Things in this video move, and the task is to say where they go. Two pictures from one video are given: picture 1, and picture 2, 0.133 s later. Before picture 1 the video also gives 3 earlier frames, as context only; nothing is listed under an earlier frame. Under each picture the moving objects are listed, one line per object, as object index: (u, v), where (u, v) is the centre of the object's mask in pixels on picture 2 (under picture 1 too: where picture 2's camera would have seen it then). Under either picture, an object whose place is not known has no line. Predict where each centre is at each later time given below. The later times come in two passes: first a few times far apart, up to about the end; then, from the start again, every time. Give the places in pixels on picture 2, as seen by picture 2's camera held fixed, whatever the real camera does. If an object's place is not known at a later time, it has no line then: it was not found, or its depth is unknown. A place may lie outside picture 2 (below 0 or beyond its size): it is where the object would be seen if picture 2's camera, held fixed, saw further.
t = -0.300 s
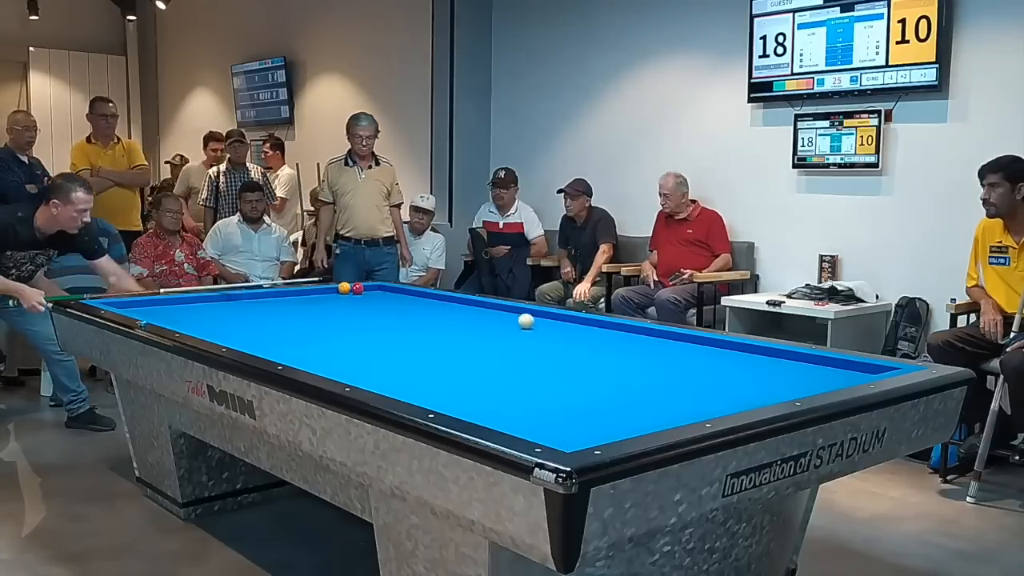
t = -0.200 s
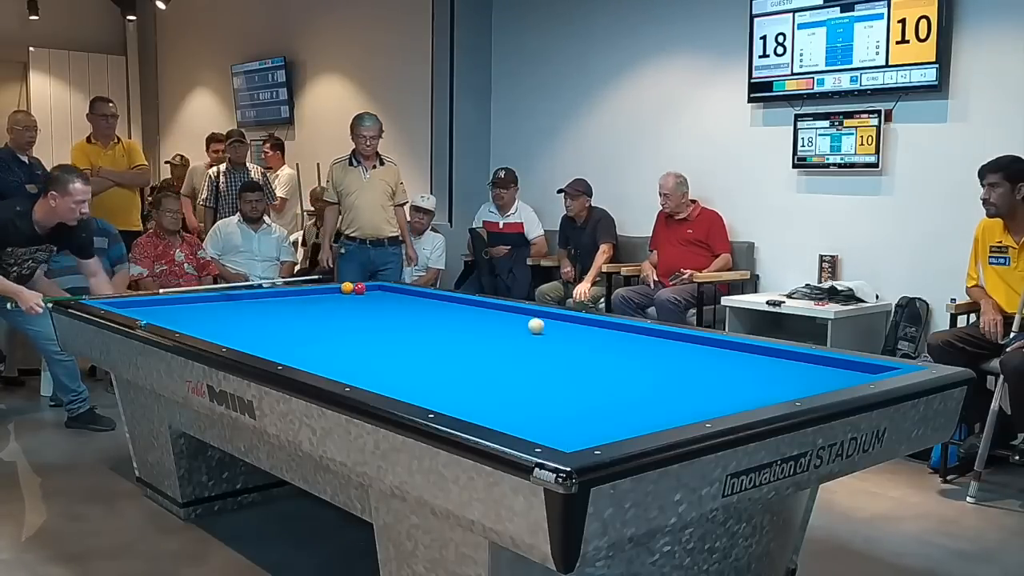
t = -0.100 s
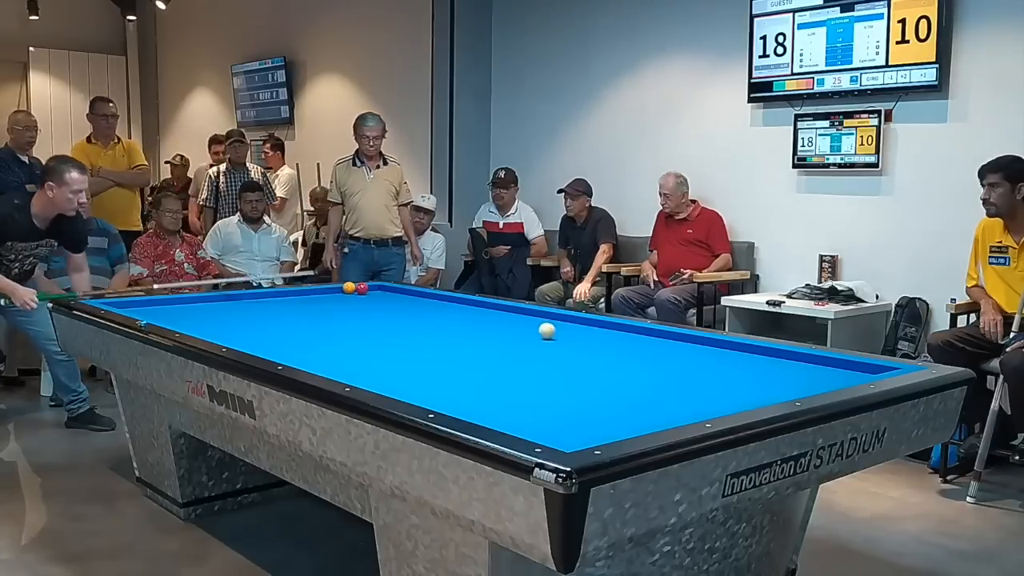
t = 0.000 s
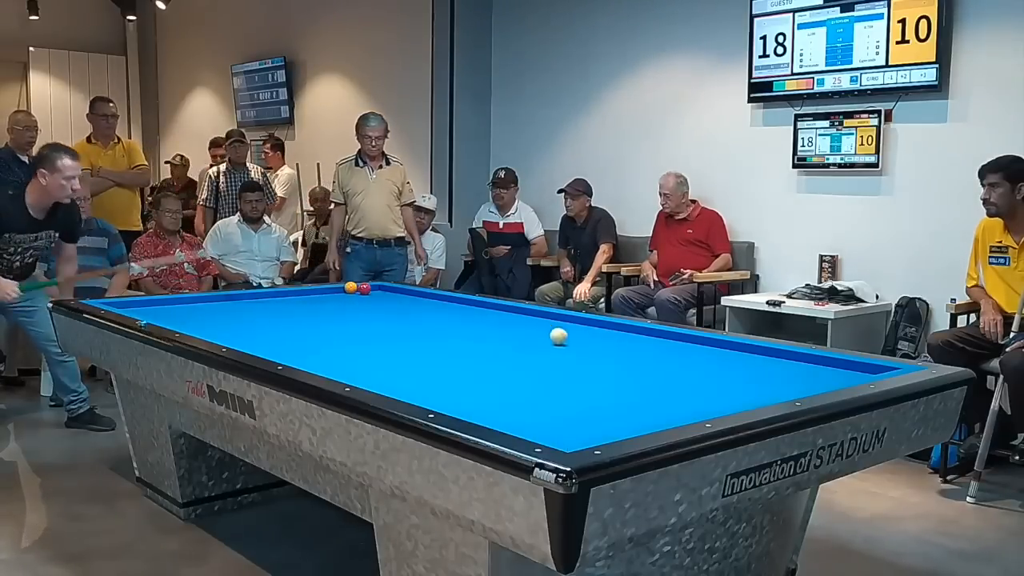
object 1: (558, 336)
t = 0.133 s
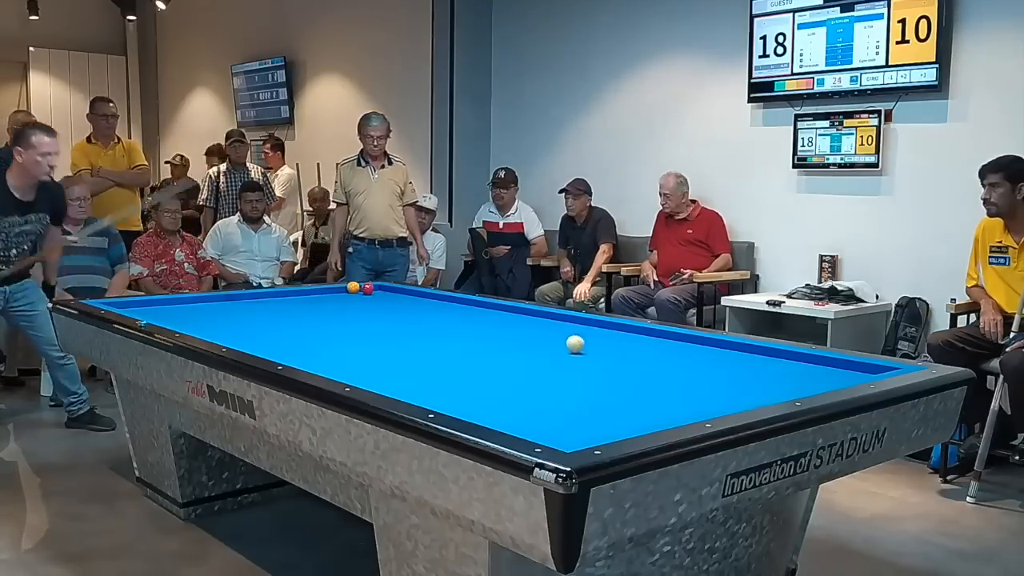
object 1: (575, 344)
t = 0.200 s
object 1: (584, 348)
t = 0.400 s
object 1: (614, 363)
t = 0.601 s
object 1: (649, 379)
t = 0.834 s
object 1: (697, 402)
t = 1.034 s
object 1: (656, 406)
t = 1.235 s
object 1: (580, 403)
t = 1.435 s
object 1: (508, 401)
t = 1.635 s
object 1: (438, 396)
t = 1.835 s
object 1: (423, 389)
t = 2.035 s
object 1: (420, 379)
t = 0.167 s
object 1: (580, 346)
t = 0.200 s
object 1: (584, 348)
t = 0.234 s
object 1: (588, 351)
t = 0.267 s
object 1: (593, 353)
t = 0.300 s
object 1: (598, 355)
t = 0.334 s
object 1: (603, 357)
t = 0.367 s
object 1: (609, 360)
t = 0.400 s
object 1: (614, 363)
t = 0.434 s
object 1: (619, 365)
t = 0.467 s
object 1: (625, 368)
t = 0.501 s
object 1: (630, 370)
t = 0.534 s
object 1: (636, 373)
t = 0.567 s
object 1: (642, 376)
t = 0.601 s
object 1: (649, 379)
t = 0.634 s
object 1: (655, 382)
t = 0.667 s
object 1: (662, 385)
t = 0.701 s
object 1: (668, 389)
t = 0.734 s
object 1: (675, 392)
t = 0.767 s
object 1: (682, 395)
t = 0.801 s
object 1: (690, 399)
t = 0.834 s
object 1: (697, 402)
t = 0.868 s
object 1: (705, 403)
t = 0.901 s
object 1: (712, 405)
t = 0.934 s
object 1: (700, 405)
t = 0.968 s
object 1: (685, 406)
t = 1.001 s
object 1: (670, 407)
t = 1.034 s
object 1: (656, 406)
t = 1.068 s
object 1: (643, 405)
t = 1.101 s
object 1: (630, 405)
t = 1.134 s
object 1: (618, 404)
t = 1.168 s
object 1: (605, 404)
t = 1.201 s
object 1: (593, 404)
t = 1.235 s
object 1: (580, 403)
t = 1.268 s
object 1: (569, 403)
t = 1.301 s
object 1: (556, 402)
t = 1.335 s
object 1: (544, 402)
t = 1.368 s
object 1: (532, 402)
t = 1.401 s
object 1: (520, 402)
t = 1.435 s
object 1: (508, 401)
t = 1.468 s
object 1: (496, 401)
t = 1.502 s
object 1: (485, 400)
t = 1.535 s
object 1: (473, 400)
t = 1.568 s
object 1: (461, 399)
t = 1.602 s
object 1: (450, 398)
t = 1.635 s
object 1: (438, 396)
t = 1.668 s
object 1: (427, 394)
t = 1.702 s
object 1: (424, 393)
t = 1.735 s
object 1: (424, 392)
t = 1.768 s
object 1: (424, 391)
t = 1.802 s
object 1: (423, 390)
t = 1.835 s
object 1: (423, 389)
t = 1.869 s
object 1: (422, 387)
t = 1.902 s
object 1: (422, 386)
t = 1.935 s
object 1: (421, 384)
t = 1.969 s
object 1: (421, 382)
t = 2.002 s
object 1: (420, 380)
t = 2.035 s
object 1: (420, 379)
